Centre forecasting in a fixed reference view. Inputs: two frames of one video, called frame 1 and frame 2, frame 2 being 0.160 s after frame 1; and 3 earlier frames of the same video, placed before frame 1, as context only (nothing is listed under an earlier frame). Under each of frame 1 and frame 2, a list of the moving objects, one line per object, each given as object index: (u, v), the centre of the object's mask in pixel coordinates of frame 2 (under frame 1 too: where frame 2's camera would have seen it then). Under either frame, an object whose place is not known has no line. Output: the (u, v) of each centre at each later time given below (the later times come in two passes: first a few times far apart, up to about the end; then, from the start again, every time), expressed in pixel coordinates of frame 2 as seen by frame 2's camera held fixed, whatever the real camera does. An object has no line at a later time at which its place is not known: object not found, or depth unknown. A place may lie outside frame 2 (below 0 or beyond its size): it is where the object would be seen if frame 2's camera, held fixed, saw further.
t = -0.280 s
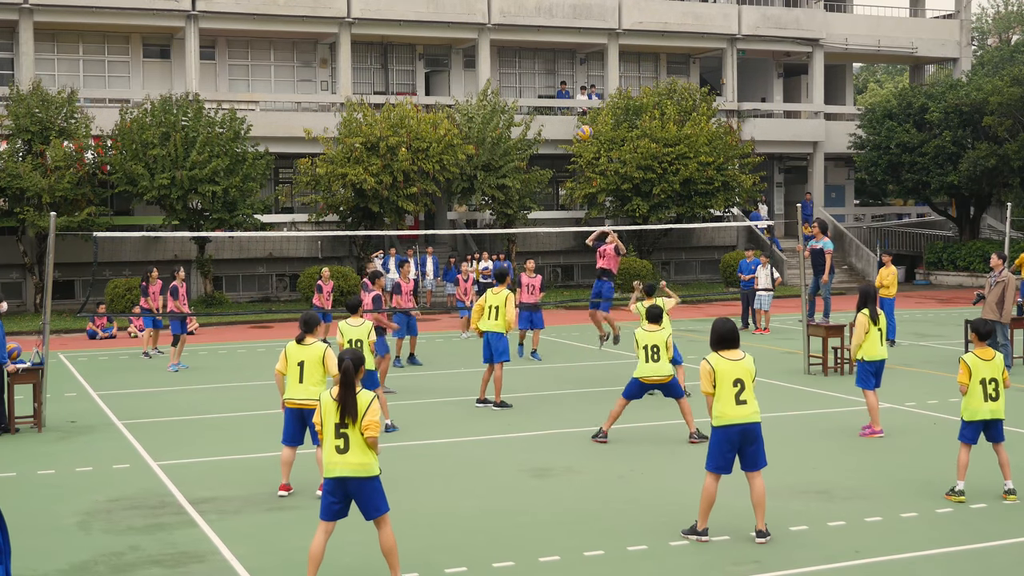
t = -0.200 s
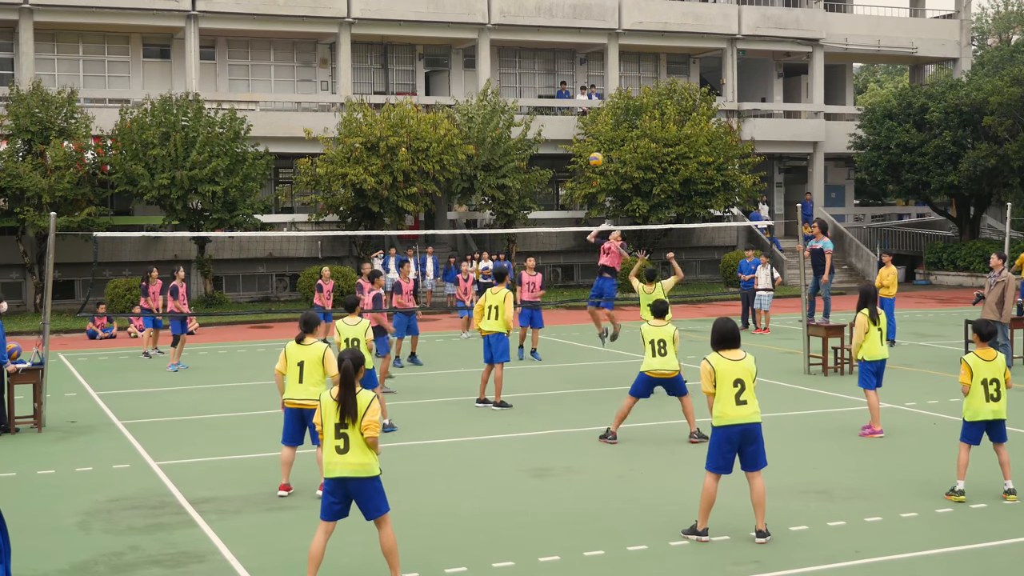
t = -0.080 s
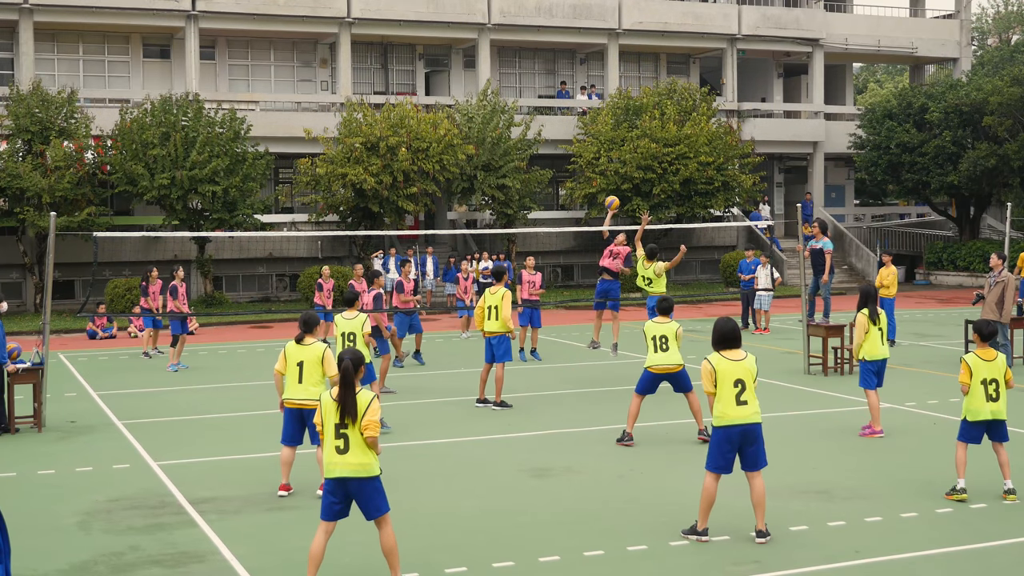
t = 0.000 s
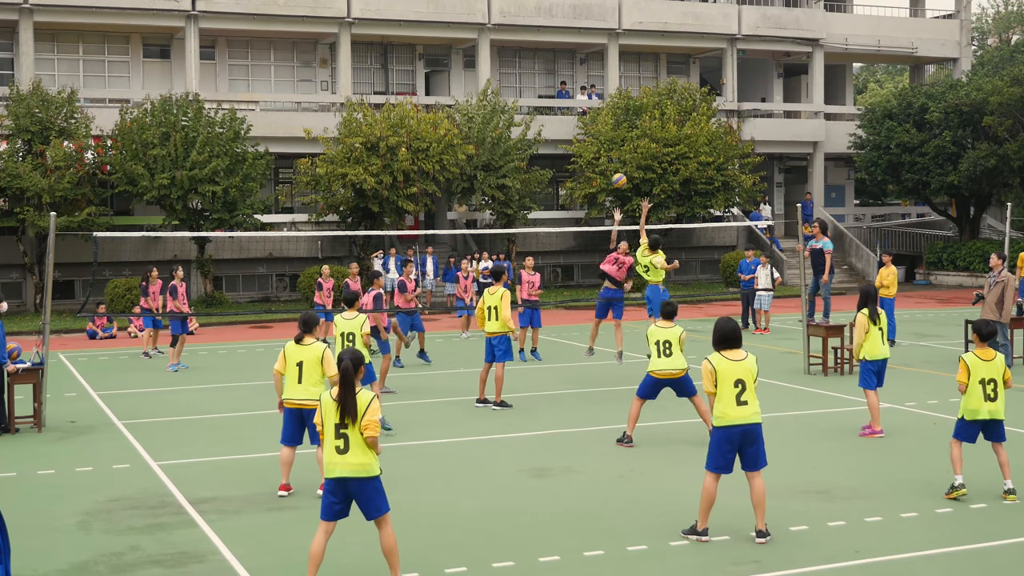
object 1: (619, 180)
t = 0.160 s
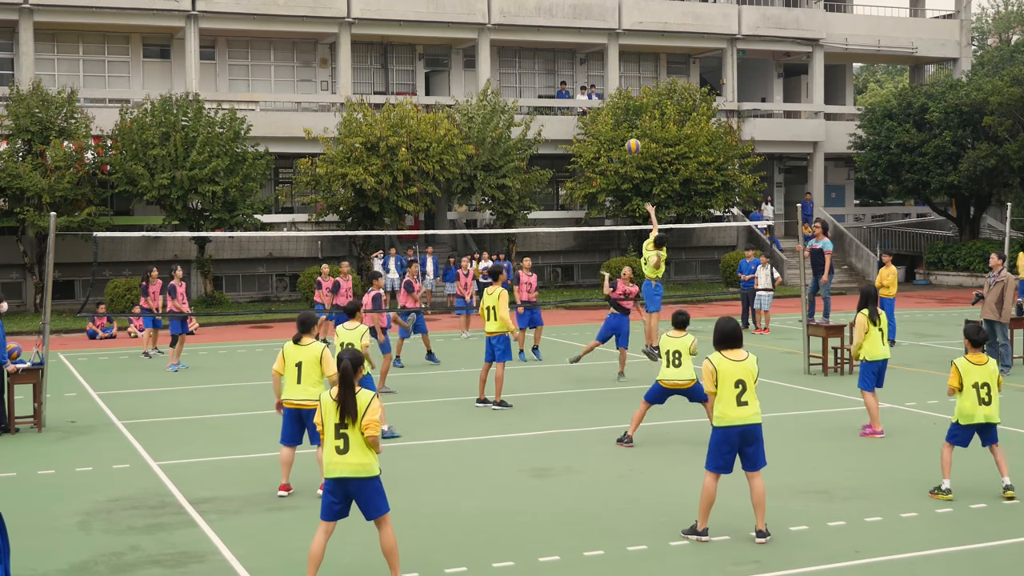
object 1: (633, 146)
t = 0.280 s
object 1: (644, 131)
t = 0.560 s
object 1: (671, 137)
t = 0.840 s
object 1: (703, 209)
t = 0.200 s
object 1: (636, 140)
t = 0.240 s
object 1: (640, 134)
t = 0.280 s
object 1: (644, 131)
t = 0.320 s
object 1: (647, 128)
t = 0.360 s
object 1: (651, 126)
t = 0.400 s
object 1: (655, 126)
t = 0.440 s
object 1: (659, 126)
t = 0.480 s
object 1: (663, 129)
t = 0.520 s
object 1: (667, 132)
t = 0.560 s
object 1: (671, 137)
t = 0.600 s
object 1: (676, 143)
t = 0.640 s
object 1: (680, 151)
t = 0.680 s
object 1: (684, 159)
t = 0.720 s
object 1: (689, 170)
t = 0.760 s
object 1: (693, 181)
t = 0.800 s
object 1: (698, 194)
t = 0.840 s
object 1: (703, 209)
